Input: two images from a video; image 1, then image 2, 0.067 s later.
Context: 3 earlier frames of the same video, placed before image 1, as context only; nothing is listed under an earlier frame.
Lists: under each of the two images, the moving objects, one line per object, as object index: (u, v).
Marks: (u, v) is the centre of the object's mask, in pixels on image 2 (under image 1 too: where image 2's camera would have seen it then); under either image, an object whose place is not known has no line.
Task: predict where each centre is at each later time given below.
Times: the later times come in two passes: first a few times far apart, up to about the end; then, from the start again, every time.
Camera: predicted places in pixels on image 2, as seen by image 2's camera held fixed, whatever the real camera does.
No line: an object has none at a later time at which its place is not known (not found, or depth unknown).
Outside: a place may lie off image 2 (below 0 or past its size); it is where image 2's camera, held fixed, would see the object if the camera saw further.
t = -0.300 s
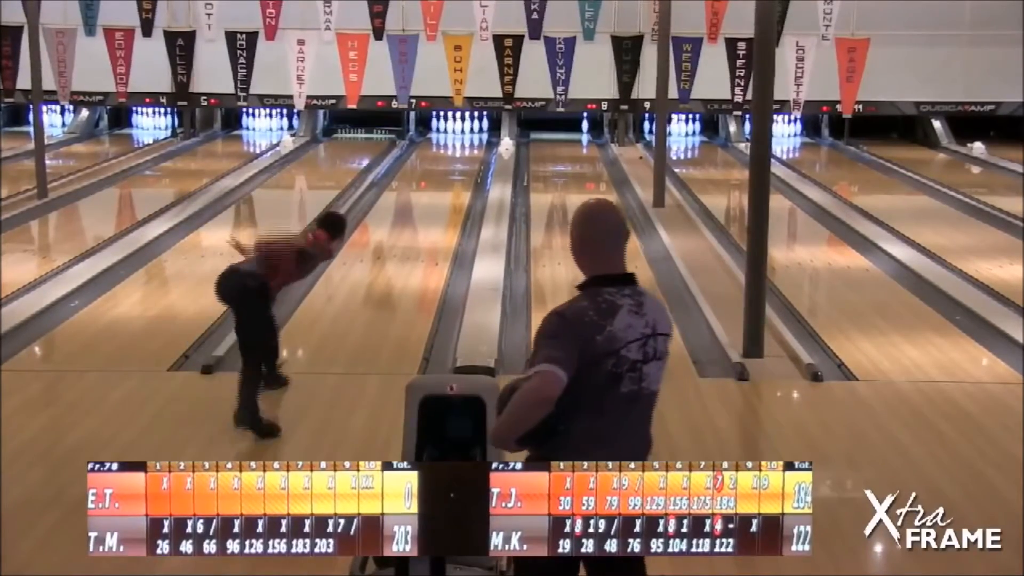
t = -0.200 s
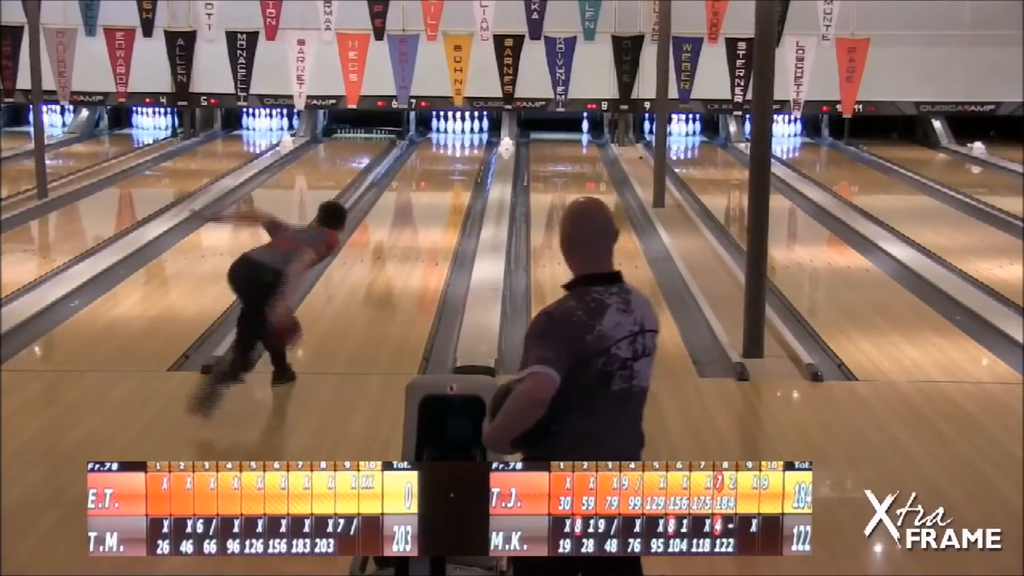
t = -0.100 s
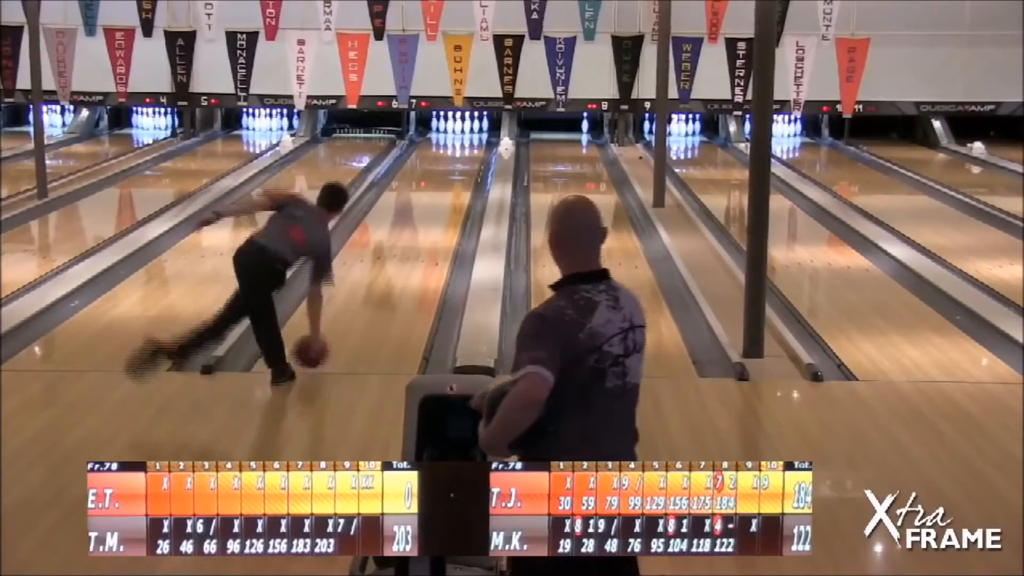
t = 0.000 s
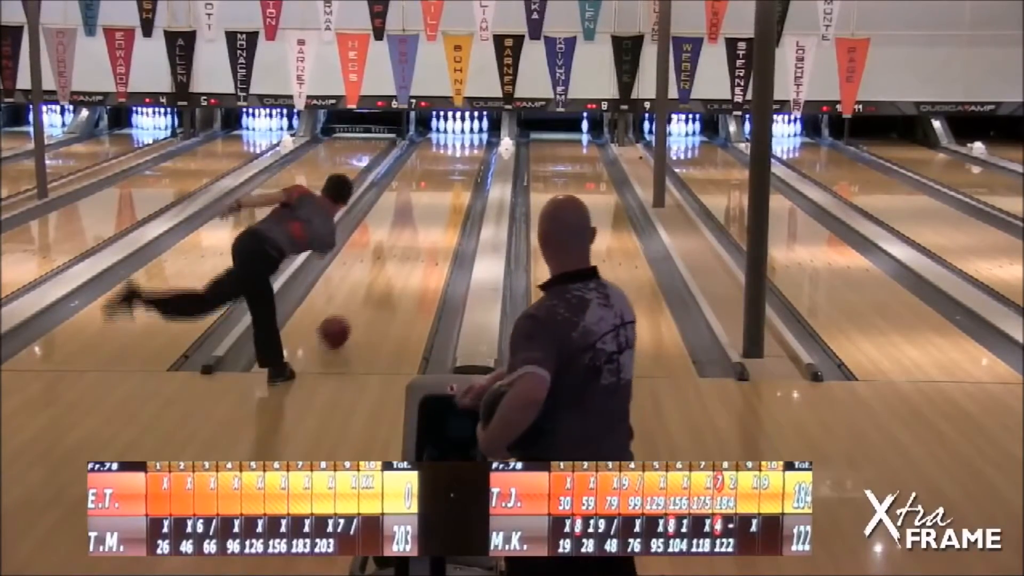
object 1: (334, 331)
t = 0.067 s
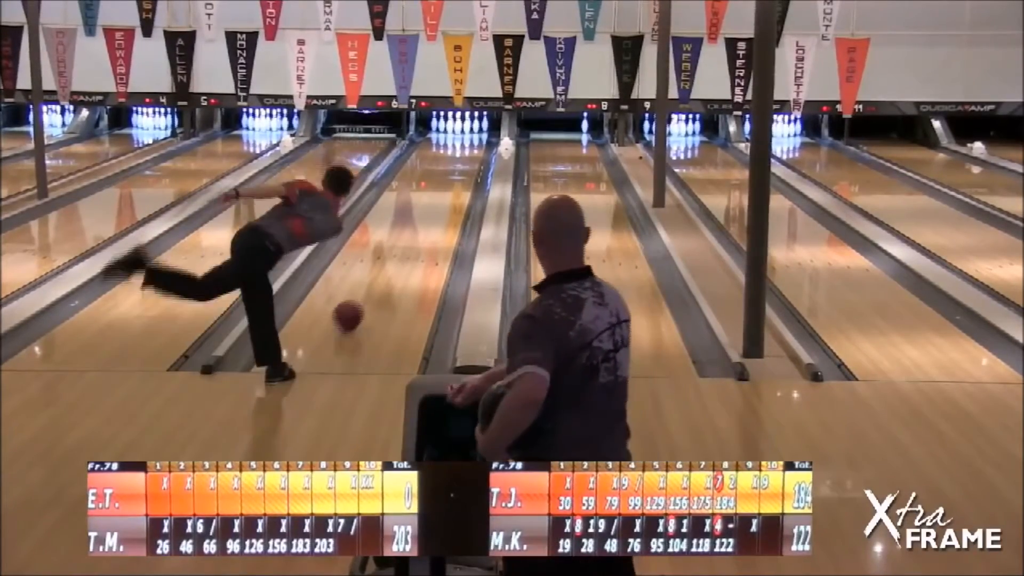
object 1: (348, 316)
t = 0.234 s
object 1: (376, 282)
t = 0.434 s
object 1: (402, 250)
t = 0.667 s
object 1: (425, 221)
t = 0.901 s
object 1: (443, 198)
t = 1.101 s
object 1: (454, 183)
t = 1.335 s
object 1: (464, 167)
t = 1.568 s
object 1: (471, 154)
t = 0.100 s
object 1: (354, 309)
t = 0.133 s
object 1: (360, 301)
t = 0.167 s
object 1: (366, 294)
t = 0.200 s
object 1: (370, 288)
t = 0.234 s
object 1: (376, 282)
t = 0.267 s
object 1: (380, 277)
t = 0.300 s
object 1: (384, 271)
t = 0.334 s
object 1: (389, 265)
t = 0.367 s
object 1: (394, 260)
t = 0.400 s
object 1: (398, 255)
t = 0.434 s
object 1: (402, 250)
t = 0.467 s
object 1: (406, 246)
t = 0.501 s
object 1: (409, 242)
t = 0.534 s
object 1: (413, 237)
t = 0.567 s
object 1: (416, 233)
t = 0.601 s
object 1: (419, 229)
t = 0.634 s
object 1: (422, 225)
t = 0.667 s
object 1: (425, 221)
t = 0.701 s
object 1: (428, 217)
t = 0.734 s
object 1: (431, 214)
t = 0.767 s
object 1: (433, 211)
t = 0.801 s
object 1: (436, 208)
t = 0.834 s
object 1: (438, 204)
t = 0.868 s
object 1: (440, 201)
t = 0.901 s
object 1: (443, 198)
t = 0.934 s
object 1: (445, 196)
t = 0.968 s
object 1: (447, 194)
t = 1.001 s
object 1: (449, 191)
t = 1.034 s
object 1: (451, 188)
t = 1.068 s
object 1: (453, 186)
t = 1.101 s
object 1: (454, 183)
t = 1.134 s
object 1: (456, 181)
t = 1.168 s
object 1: (457, 178)
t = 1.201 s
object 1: (459, 175)
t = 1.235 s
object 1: (460, 173)
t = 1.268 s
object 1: (462, 171)
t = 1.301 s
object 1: (463, 169)
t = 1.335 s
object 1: (464, 167)
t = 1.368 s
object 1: (465, 165)
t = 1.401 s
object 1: (467, 163)
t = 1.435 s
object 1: (467, 161)
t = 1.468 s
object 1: (468, 159)
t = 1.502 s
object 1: (469, 157)
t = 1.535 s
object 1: (470, 156)
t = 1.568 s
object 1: (471, 154)
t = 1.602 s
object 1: (471, 152)
